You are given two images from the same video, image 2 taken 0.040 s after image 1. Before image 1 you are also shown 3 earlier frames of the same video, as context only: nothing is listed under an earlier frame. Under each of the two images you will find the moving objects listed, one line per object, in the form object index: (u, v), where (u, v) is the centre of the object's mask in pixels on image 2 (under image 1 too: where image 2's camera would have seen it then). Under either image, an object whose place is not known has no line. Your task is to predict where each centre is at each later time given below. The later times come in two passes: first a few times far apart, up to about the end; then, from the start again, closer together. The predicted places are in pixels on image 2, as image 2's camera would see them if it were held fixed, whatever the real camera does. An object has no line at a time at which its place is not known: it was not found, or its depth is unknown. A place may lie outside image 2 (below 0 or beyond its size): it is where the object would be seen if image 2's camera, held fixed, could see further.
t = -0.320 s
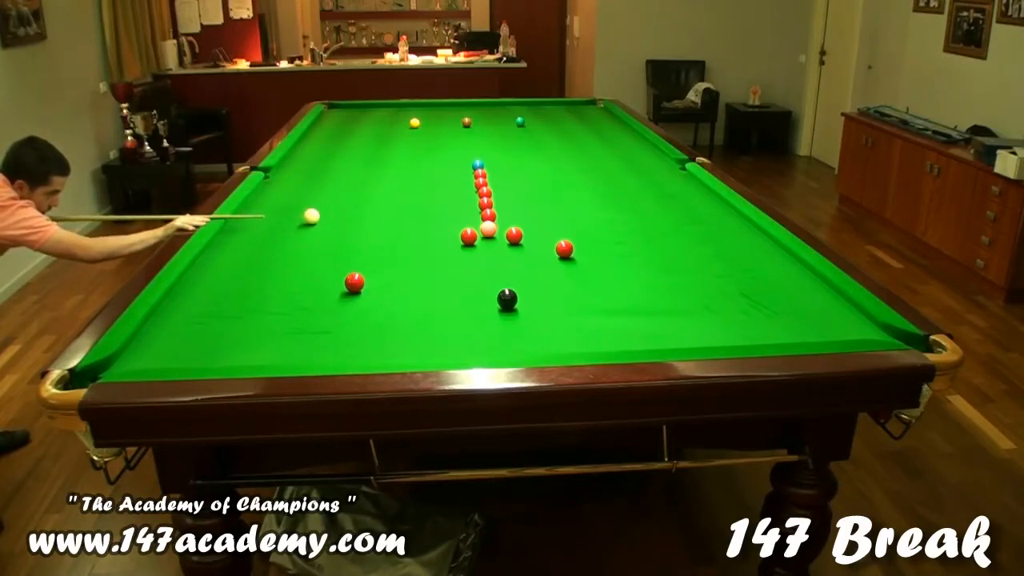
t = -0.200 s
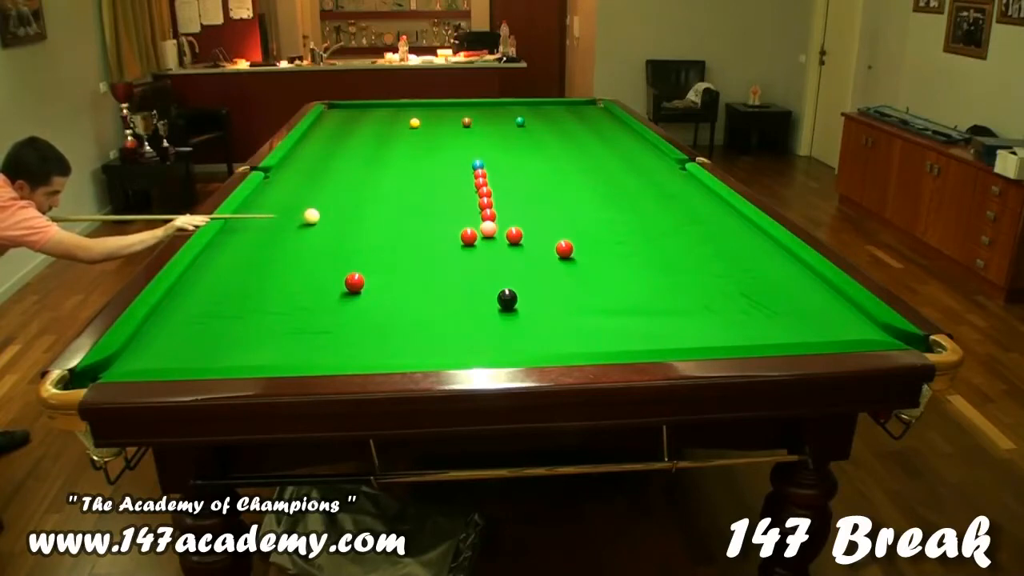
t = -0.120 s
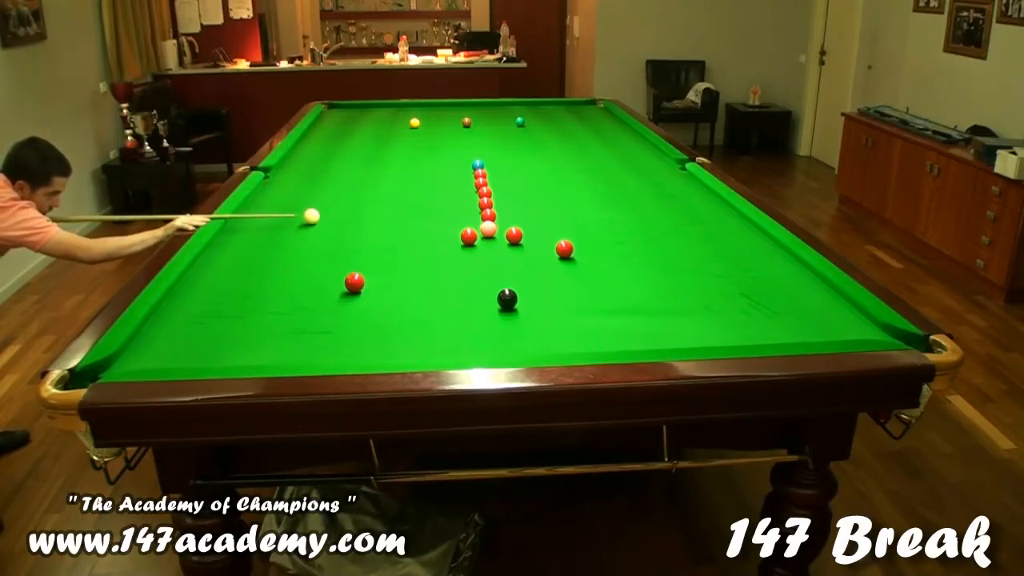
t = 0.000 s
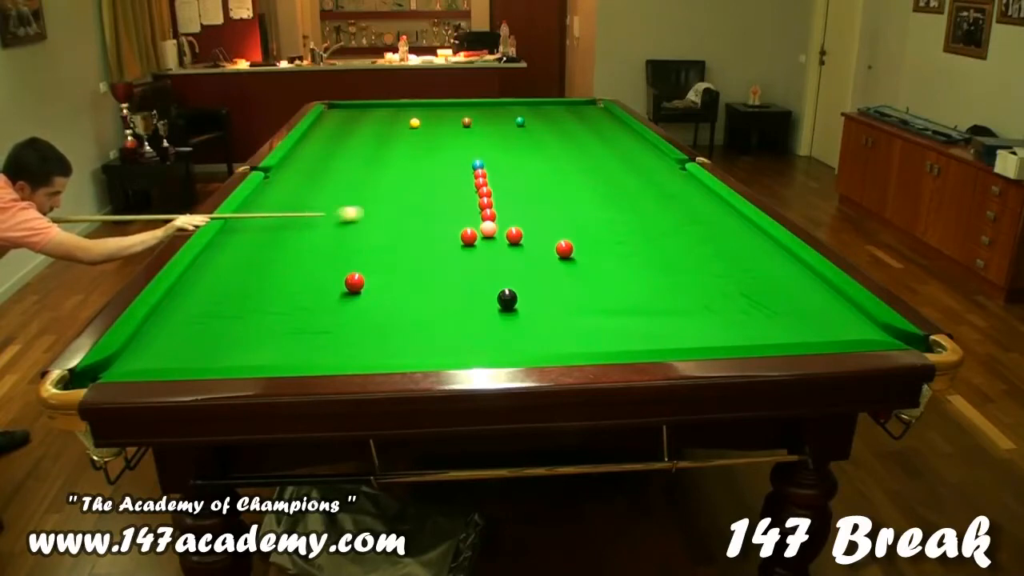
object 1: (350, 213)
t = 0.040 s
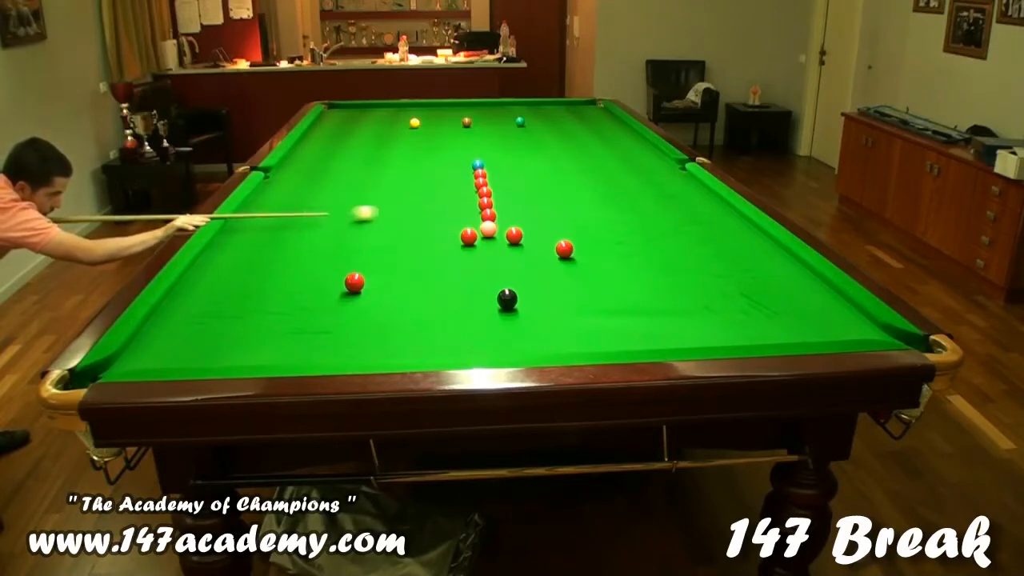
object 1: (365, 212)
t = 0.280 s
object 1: (450, 207)
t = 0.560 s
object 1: (502, 211)
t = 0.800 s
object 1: (539, 216)
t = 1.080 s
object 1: (581, 222)
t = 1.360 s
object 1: (624, 228)
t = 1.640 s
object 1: (665, 234)
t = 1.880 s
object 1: (699, 239)
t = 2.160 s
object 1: (738, 244)
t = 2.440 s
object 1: (775, 249)
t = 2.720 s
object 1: (770, 253)
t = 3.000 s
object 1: (757, 257)
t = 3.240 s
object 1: (747, 259)
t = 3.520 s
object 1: (735, 262)
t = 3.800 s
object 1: (726, 265)
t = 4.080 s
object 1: (718, 267)
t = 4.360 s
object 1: (711, 268)
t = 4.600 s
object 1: (707, 269)
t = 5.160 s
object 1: (703, 269)
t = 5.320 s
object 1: (703, 269)
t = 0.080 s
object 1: (379, 211)
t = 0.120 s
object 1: (393, 211)
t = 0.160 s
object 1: (407, 210)
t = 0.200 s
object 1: (422, 209)
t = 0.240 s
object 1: (436, 208)
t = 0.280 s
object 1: (450, 207)
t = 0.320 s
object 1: (462, 207)
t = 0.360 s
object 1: (474, 206)
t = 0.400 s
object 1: (478, 207)
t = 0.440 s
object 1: (483, 207)
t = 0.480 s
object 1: (490, 207)
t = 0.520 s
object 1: (497, 209)
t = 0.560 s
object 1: (502, 211)
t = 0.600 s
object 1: (509, 212)
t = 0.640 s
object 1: (515, 213)
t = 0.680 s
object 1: (520, 214)
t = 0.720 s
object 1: (527, 215)
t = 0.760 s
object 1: (533, 216)
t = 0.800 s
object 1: (539, 216)
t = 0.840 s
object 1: (545, 217)
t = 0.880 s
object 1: (551, 218)
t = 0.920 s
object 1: (557, 219)
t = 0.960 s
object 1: (563, 219)
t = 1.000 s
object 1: (569, 220)
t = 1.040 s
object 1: (575, 221)
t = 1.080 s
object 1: (581, 222)
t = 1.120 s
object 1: (587, 223)
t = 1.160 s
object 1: (593, 224)
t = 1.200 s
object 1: (599, 225)
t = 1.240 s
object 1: (605, 226)
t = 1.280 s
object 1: (611, 226)
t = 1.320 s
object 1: (617, 227)
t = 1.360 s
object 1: (624, 228)
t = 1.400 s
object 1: (630, 229)
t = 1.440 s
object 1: (635, 230)
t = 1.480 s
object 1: (641, 231)
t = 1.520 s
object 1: (647, 231)
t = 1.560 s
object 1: (653, 232)
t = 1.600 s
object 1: (659, 233)
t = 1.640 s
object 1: (665, 234)
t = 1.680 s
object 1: (671, 235)
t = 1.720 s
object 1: (676, 235)
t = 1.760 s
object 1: (682, 236)
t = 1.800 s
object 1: (688, 237)
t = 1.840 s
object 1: (694, 238)
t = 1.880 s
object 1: (699, 239)
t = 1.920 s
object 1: (705, 240)
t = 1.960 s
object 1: (710, 240)
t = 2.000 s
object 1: (716, 241)
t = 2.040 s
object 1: (721, 242)
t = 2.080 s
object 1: (727, 242)
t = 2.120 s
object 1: (732, 243)
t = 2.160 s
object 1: (738, 244)
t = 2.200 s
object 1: (743, 244)
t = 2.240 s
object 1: (749, 246)
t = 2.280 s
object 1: (754, 246)
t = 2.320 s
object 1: (759, 247)
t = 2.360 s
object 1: (764, 247)
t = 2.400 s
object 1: (769, 248)
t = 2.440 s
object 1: (775, 249)
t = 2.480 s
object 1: (780, 250)
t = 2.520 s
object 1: (781, 250)
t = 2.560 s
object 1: (778, 251)
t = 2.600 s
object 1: (776, 251)
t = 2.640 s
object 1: (775, 252)
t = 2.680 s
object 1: (772, 252)
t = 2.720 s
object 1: (770, 253)
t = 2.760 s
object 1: (769, 253)
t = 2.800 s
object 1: (766, 254)
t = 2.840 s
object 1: (764, 254)
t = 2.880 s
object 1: (763, 255)
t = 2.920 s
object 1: (761, 256)
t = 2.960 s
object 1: (759, 256)
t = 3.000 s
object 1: (757, 257)
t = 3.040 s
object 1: (755, 257)
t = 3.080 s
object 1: (753, 258)
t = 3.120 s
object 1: (752, 258)
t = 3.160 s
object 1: (750, 259)
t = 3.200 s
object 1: (748, 259)
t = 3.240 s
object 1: (747, 259)
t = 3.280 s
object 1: (745, 260)
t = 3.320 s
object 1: (743, 260)
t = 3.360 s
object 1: (742, 261)
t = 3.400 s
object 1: (740, 261)
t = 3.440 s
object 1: (738, 261)
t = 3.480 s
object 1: (737, 262)
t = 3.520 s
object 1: (735, 262)
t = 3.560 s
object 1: (734, 263)
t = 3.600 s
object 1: (732, 263)
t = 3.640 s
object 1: (731, 263)
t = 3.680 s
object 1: (730, 264)
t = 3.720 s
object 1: (728, 264)
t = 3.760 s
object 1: (727, 264)
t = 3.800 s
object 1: (726, 265)
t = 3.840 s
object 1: (724, 265)
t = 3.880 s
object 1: (723, 265)
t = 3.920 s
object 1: (722, 266)
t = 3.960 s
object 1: (721, 266)
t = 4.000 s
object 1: (720, 266)
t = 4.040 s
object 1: (719, 266)
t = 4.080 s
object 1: (718, 267)
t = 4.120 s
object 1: (717, 267)
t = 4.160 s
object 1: (716, 267)
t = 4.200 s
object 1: (715, 267)
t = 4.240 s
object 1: (714, 267)
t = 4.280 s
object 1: (713, 268)
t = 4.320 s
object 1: (712, 268)
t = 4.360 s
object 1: (711, 268)
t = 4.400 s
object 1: (711, 268)
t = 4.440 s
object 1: (710, 268)
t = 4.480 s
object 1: (709, 268)
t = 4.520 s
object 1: (708, 268)
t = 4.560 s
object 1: (708, 268)
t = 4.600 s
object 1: (707, 269)
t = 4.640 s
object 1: (706, 269)
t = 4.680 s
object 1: (706, 269)
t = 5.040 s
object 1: (702, 268)
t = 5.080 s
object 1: (703, 269)
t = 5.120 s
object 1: (703, 269)
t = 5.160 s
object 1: (703, 269)
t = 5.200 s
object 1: (703, 269)
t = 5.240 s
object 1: (703, 269)
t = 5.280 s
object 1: (703, 269)
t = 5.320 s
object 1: (703, 269)
